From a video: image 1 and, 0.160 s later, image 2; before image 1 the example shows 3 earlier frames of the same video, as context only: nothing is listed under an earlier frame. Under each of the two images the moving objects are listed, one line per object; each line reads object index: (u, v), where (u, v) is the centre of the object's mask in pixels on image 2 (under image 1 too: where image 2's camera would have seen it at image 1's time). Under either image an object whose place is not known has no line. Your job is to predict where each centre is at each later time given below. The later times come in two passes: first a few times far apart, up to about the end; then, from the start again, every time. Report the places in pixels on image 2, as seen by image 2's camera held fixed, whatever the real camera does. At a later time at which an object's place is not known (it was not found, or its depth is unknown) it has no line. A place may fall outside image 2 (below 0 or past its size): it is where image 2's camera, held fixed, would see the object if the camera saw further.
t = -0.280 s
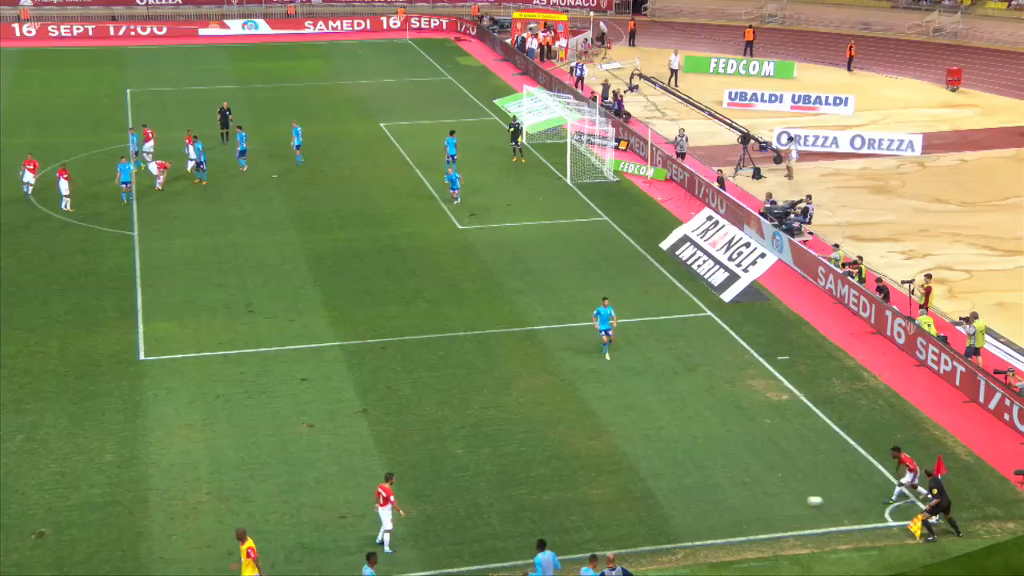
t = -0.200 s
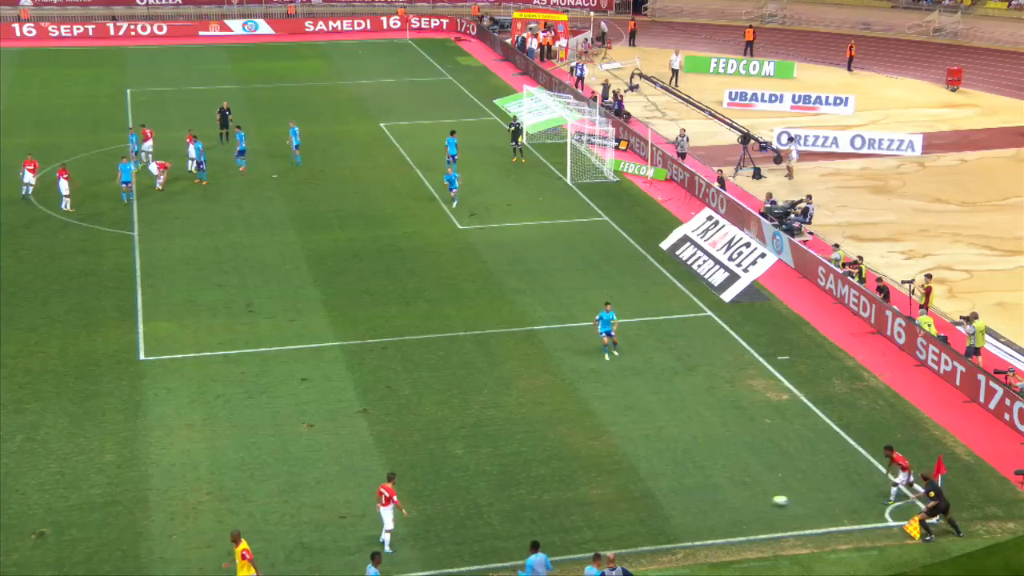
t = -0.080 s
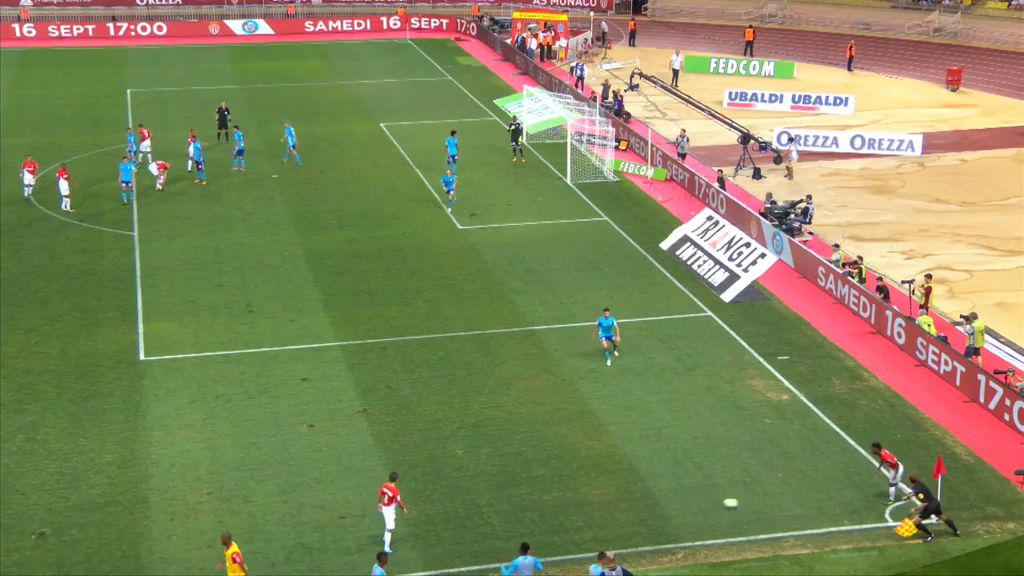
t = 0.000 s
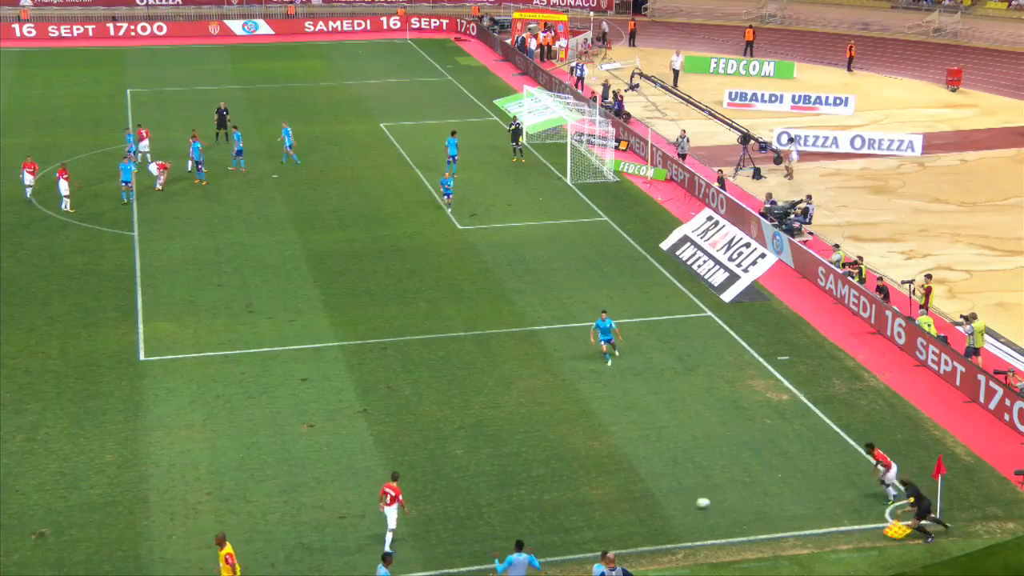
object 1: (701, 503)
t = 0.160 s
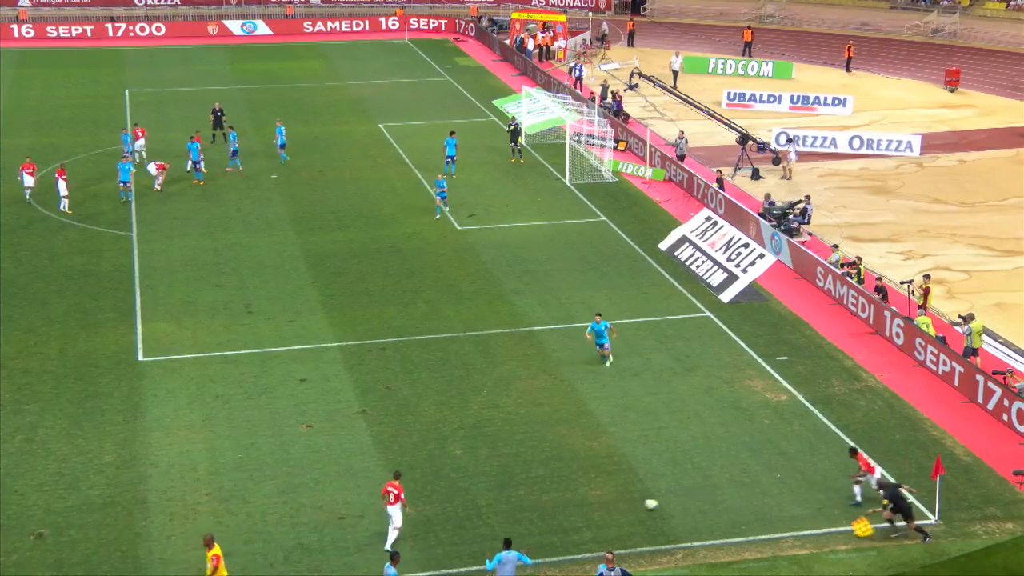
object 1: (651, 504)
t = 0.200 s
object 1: (640, 504)
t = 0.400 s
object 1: (588, 506)
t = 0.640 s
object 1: (530, 508)
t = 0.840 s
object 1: (484, 510)
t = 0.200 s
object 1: (640, 504)
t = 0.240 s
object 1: (629, 504)
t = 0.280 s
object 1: (619, 506)
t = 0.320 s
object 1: (608, 506)
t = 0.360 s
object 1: (598, 506)
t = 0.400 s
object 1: (588, 506)
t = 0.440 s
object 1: (578, 507)
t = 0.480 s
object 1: (569, 507)
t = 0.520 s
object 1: (559, 507)
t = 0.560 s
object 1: (549, 507)
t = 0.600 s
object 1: (539, 508)
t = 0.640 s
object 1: (530, 508)
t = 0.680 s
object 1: (521, 508)
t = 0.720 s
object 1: (512, 509)
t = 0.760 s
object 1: (502, 510)
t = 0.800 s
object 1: (493, 509)
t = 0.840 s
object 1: (484, 510)
